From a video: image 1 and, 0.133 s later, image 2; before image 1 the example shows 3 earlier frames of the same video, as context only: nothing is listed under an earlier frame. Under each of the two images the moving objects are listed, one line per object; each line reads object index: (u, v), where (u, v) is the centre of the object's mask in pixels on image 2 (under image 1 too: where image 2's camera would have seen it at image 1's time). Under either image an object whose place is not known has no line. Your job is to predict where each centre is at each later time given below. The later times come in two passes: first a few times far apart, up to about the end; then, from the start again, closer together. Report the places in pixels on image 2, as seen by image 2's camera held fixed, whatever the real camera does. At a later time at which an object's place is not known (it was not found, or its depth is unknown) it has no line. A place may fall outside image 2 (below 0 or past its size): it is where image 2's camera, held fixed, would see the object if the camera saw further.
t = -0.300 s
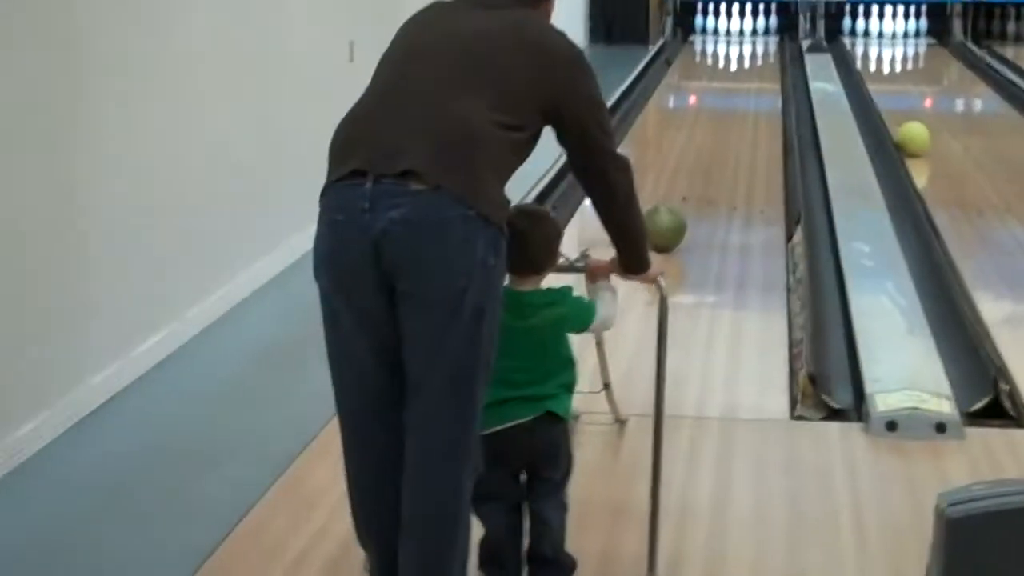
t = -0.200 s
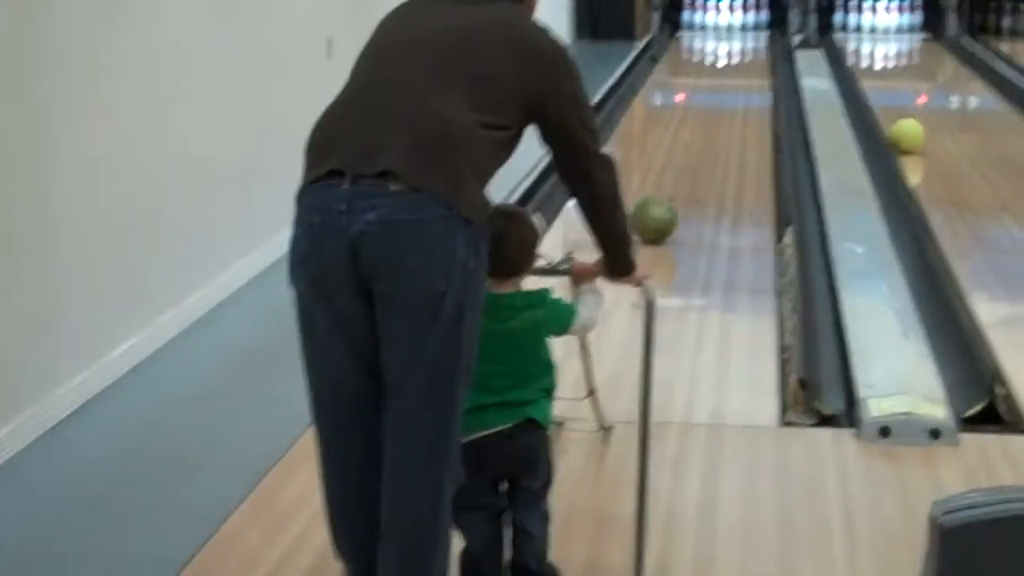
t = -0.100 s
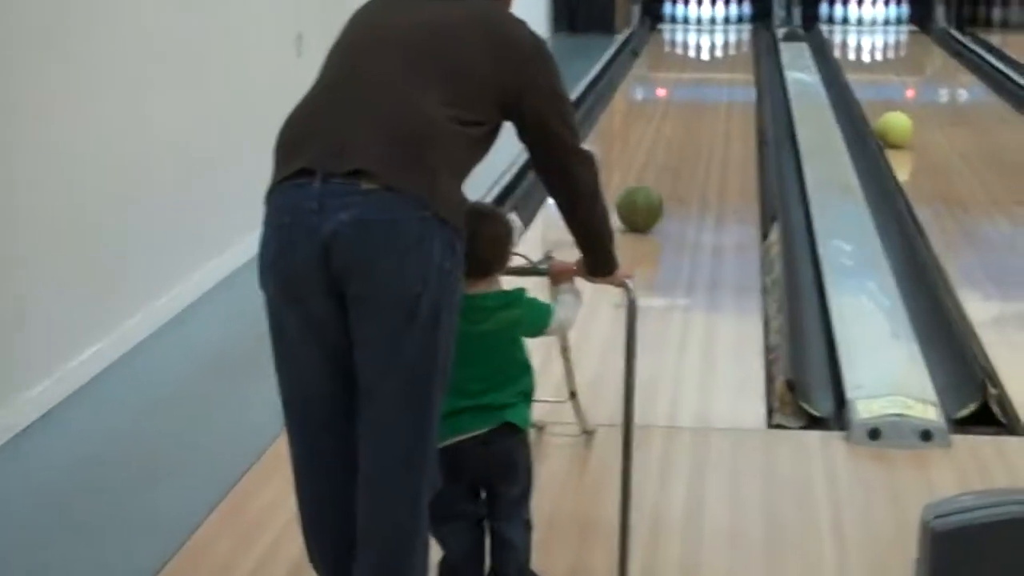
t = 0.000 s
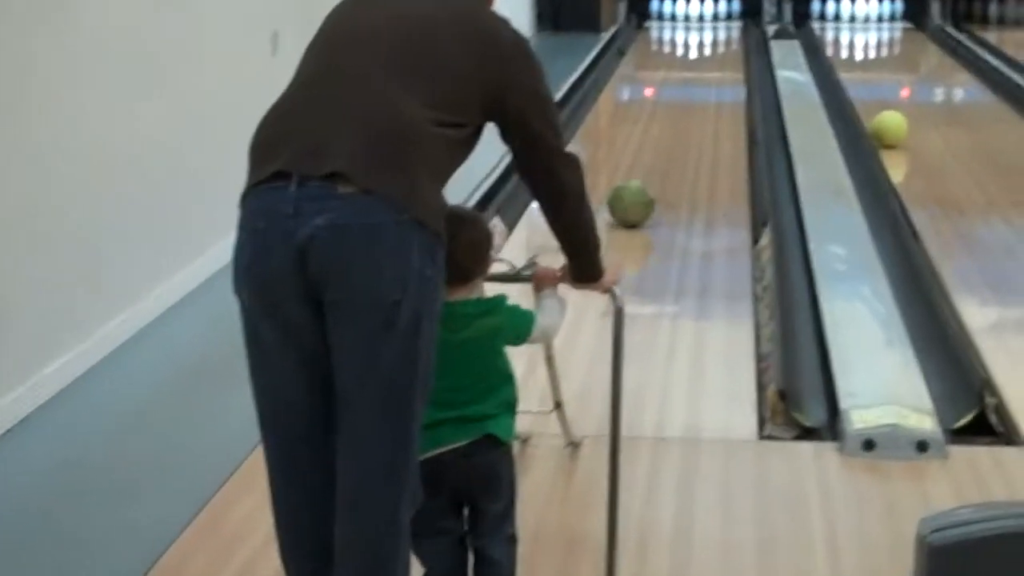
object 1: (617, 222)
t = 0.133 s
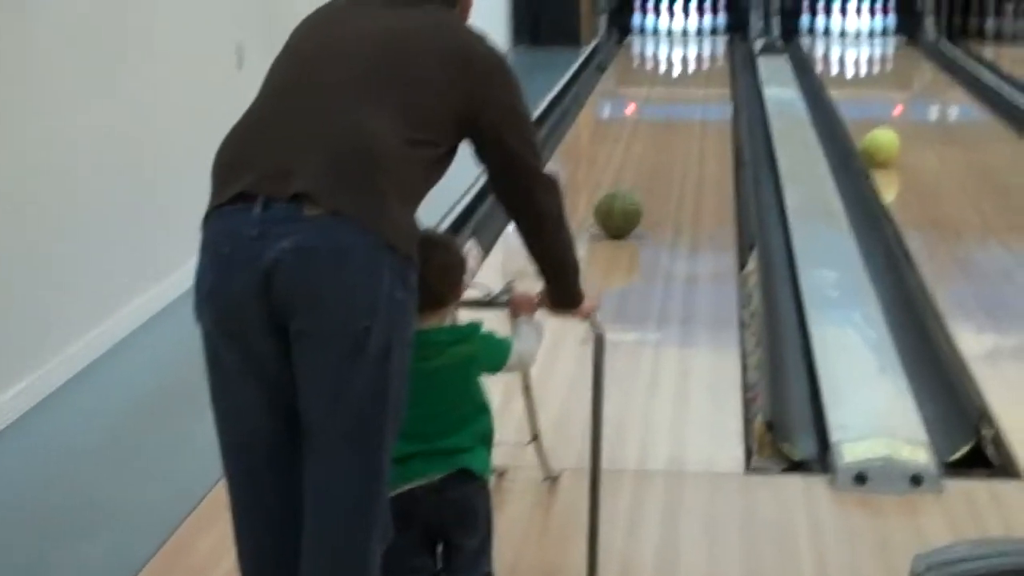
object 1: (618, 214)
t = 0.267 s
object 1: (626, 213)
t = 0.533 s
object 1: (633, 187)
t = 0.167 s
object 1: (625, 219)
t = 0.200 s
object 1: (624, 211)
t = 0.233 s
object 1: (624, 211)
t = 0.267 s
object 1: (626, 213)
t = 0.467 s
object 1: (632, 199)
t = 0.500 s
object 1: (629, 192)
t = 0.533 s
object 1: (633, 187)
